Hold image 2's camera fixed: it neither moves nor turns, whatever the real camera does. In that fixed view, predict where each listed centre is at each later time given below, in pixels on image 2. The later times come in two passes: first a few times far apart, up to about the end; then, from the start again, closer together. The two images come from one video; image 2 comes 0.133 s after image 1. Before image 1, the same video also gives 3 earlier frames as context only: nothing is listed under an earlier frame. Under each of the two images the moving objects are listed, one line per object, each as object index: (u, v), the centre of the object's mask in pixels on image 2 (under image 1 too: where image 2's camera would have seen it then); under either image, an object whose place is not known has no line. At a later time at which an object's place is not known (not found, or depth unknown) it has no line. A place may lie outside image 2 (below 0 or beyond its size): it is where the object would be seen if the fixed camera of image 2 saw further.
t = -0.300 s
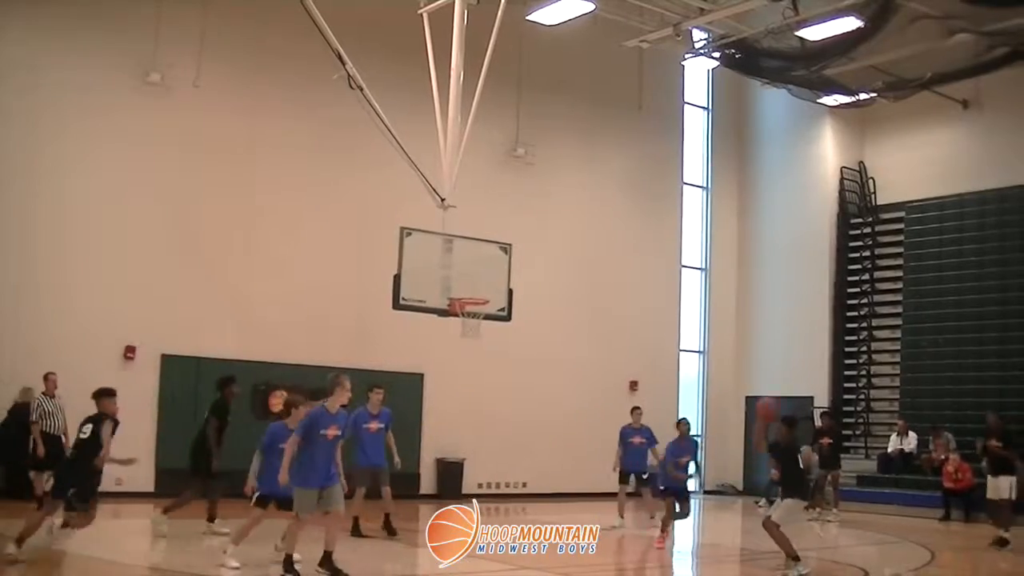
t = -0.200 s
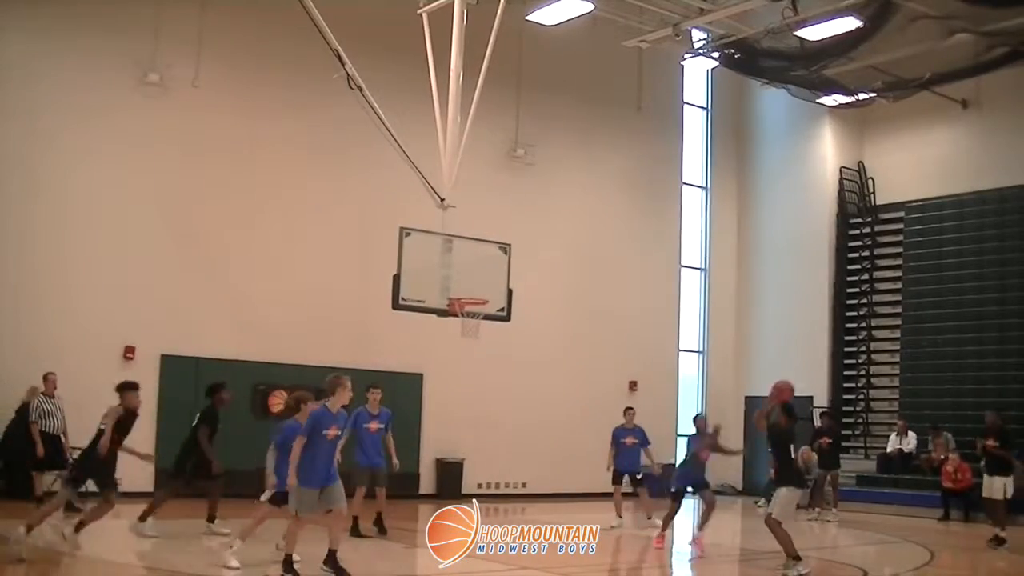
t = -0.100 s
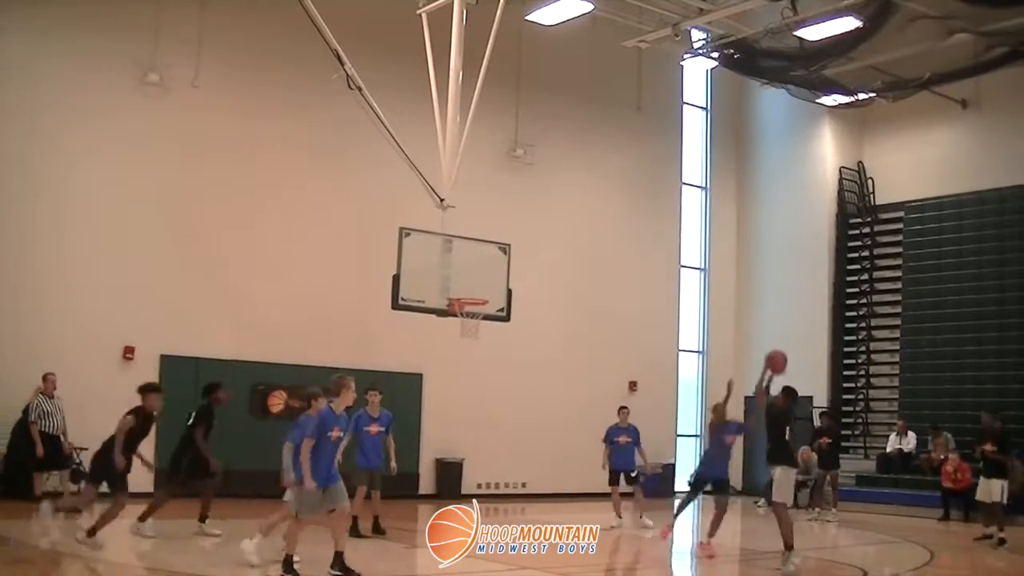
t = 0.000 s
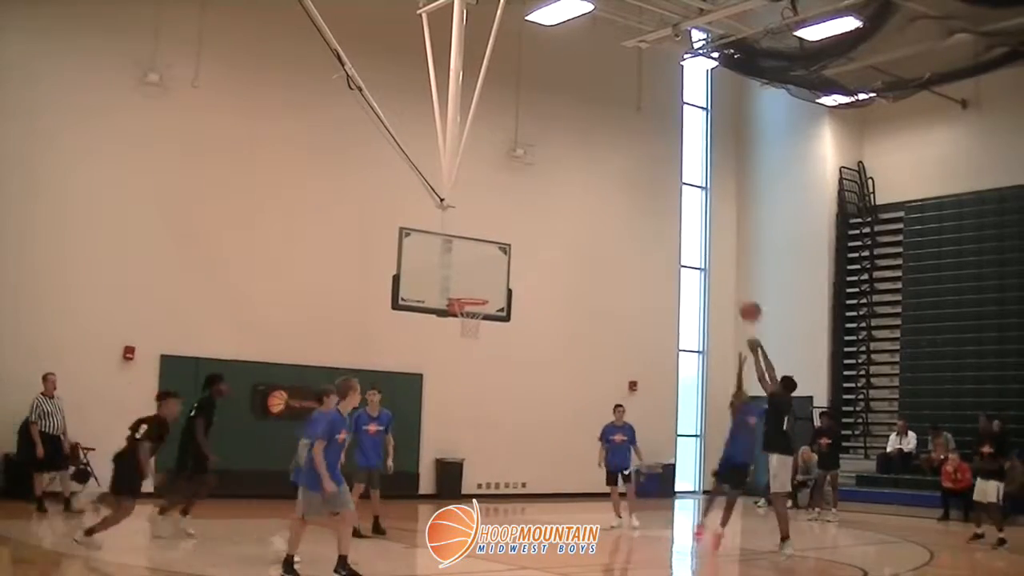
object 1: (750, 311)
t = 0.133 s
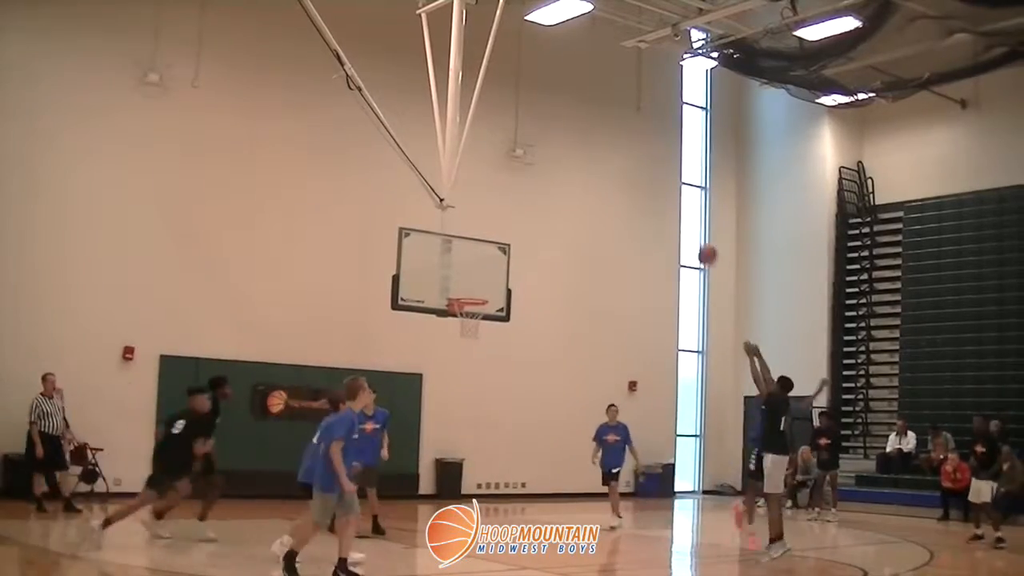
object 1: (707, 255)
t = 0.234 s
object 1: (675, 225)
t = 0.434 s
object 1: (619, 194)
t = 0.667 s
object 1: (559, 200)
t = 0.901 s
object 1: (506, 245)
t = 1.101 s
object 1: (463, 310)
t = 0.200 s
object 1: (685, 233)
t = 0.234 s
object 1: (675, 225)
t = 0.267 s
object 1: (665, 218)
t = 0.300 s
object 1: (656, 211)
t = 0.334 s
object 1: (646, 205)
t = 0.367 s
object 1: (637, 200)
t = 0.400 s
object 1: (628, 197)
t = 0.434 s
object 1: (619, 194)
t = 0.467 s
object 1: (610, 192)
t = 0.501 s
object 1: (602, 191)
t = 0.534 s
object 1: (593, 191)
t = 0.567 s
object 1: (584, 192)
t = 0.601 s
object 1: (576, 194)
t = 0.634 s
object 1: (568, 197)
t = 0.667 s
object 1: (559, 200)
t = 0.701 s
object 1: (551, 204)
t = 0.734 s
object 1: (544, 209)
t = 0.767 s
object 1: (535, 215)
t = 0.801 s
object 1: (528, 221)
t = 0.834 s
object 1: (520, 229)
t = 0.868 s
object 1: (513, 236)
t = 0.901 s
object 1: (506, 245)
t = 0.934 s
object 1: (497, 255)
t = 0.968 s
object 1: (489, 265)
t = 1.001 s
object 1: (482, 276)
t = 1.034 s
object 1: (475, 287)
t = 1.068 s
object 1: (468, 298)
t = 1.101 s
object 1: (463, 310)
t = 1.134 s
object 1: (461, 319)
